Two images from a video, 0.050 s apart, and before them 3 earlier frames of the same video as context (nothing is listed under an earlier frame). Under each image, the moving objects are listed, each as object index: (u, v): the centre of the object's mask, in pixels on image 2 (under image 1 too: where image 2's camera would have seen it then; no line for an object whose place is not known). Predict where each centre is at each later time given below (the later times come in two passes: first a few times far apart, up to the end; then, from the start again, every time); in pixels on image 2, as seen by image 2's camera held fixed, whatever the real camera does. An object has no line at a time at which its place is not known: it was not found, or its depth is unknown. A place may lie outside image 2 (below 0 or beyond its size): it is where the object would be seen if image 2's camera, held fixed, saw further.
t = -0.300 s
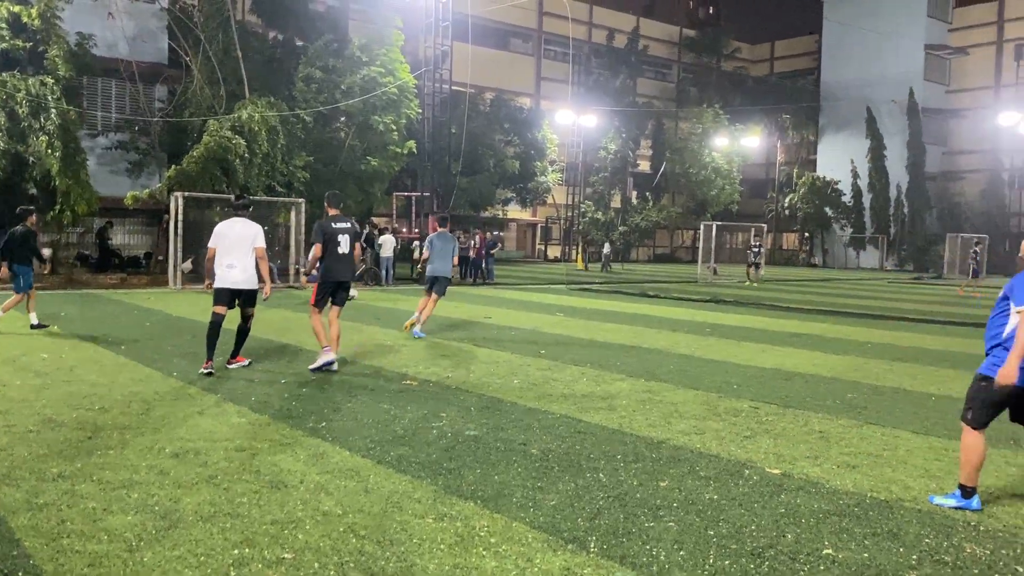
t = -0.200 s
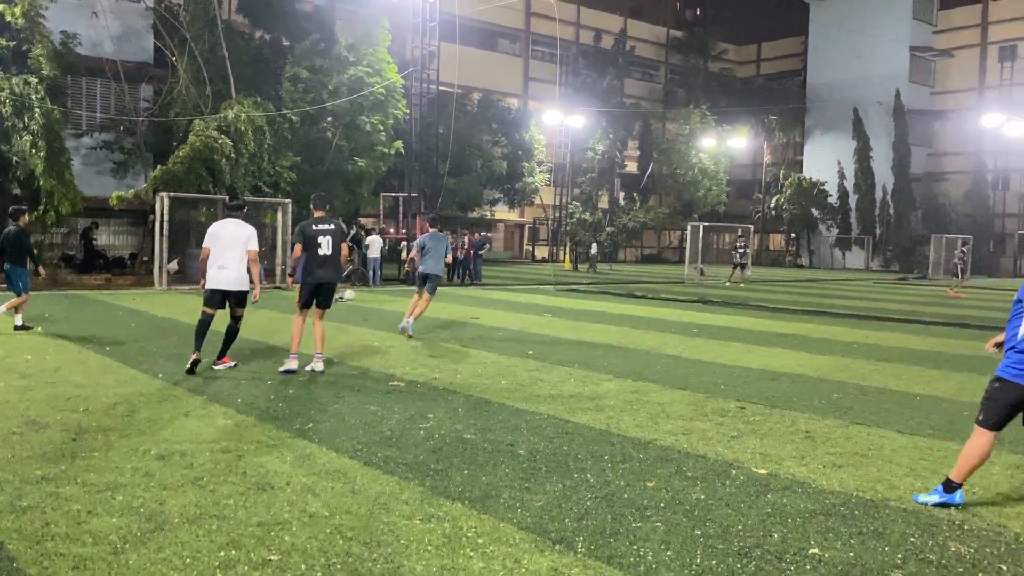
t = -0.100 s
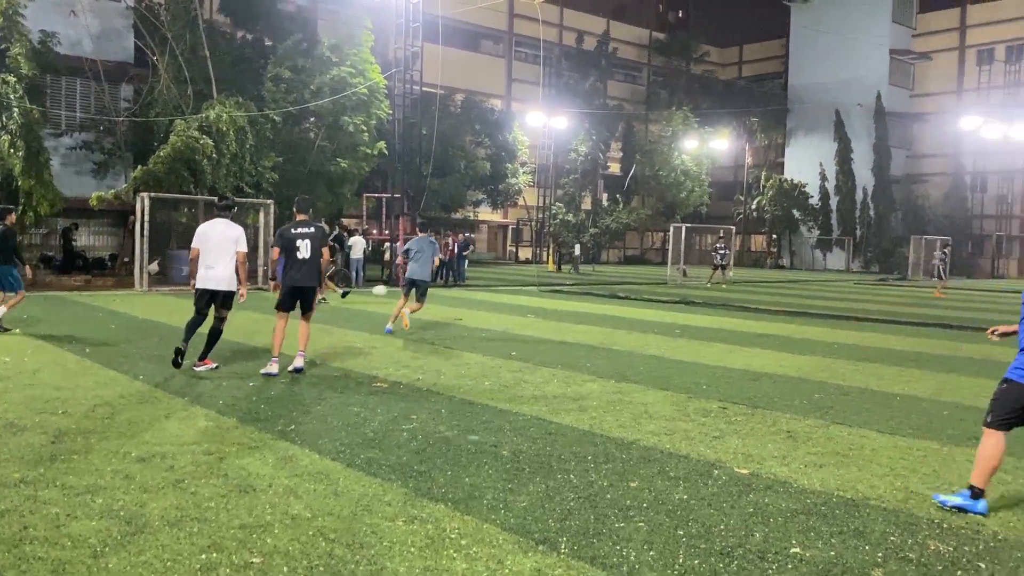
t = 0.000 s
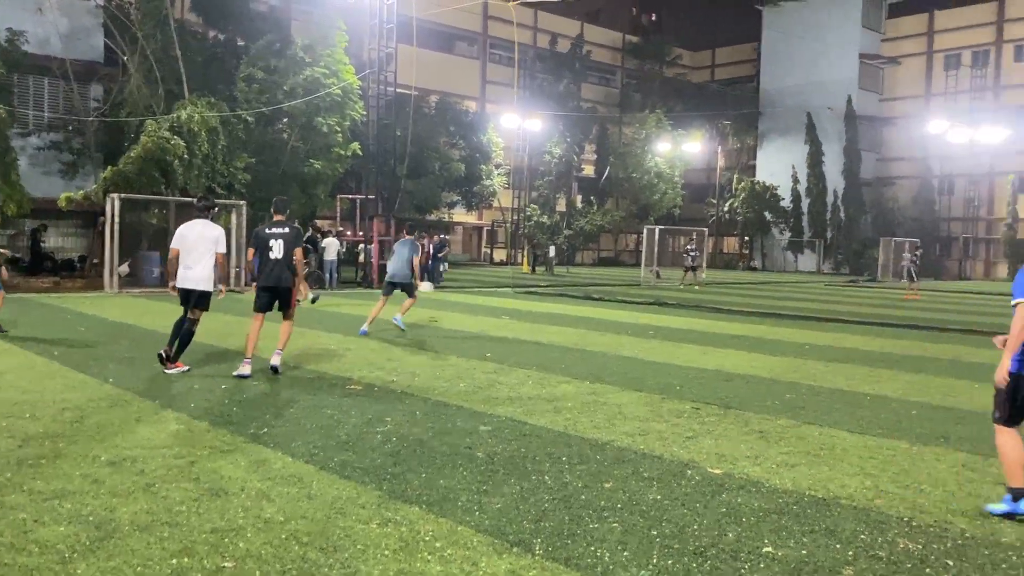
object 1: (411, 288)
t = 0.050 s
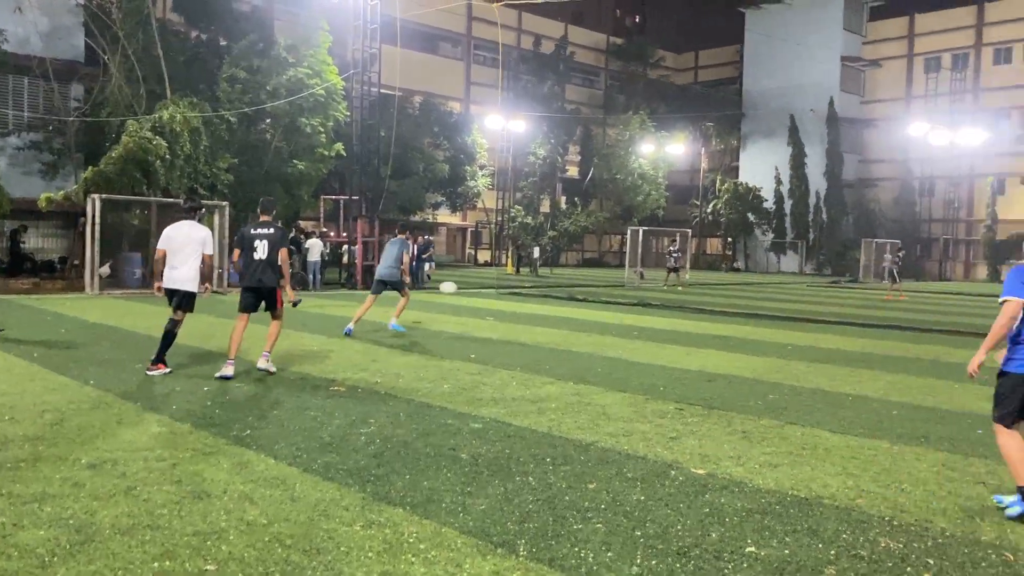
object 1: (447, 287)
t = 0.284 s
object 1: (657, 303)
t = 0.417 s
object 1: (810, 329)
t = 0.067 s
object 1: (461, 287)
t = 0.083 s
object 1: (473, 288)
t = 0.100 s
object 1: (487, 288)
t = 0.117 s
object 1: (501, 288)
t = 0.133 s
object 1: (515, 289)
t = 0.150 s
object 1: (529, 290)
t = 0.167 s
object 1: (545, 291)
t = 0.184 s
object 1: (559, 293)
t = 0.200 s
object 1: (575, 294)
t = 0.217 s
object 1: (591, 296)
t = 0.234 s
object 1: (607, 297)
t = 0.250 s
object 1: (623, 299)
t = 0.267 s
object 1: (640, 301)
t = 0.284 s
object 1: (657, 303)
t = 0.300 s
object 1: (674, 306)
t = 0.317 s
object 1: (693, 309)
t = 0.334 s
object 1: (711, 311)
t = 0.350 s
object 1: (730, 314)
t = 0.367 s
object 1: (749, 317)
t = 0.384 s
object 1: (769, 321)
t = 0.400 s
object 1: (789, 325)
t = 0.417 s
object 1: (810, 329)
